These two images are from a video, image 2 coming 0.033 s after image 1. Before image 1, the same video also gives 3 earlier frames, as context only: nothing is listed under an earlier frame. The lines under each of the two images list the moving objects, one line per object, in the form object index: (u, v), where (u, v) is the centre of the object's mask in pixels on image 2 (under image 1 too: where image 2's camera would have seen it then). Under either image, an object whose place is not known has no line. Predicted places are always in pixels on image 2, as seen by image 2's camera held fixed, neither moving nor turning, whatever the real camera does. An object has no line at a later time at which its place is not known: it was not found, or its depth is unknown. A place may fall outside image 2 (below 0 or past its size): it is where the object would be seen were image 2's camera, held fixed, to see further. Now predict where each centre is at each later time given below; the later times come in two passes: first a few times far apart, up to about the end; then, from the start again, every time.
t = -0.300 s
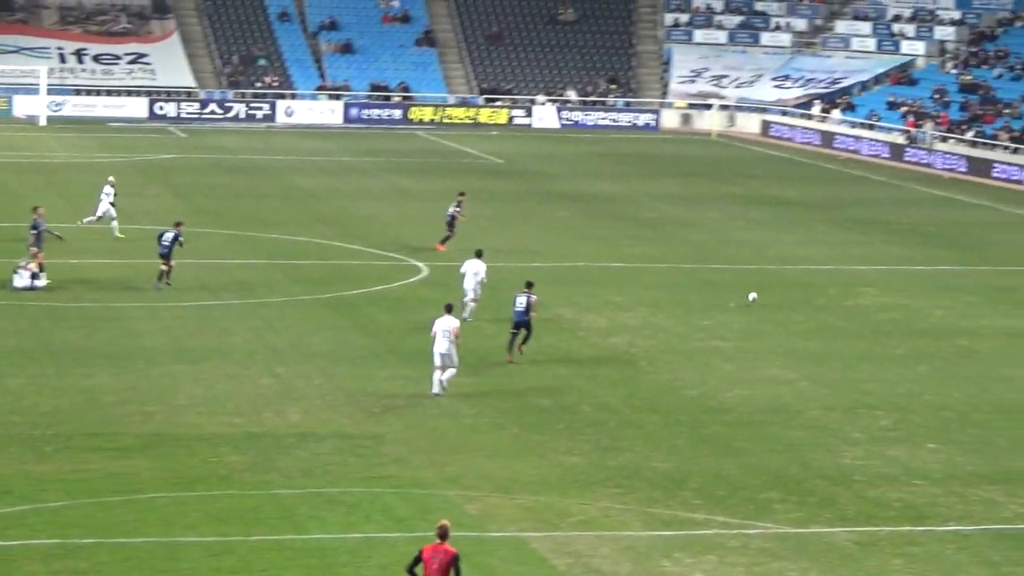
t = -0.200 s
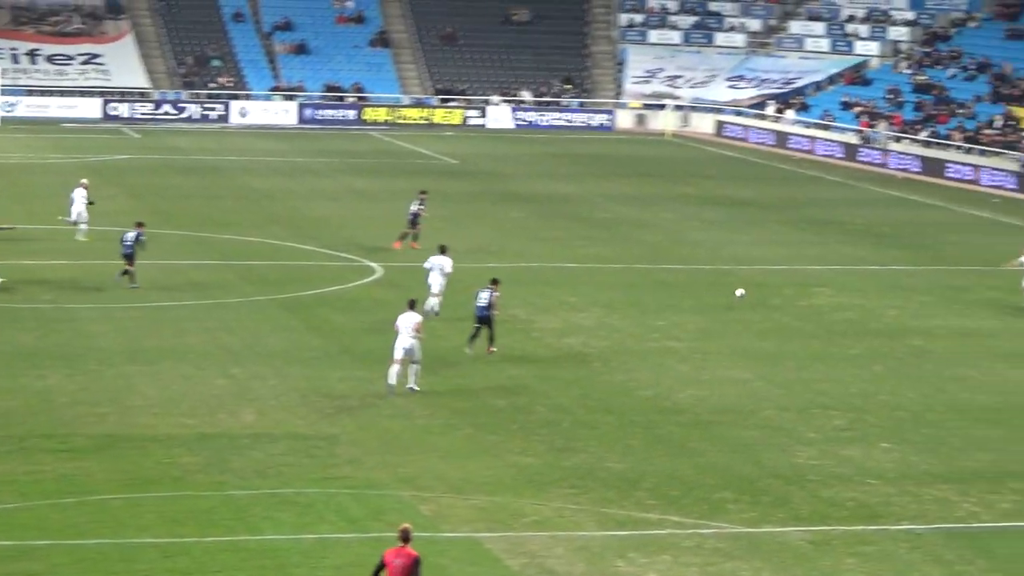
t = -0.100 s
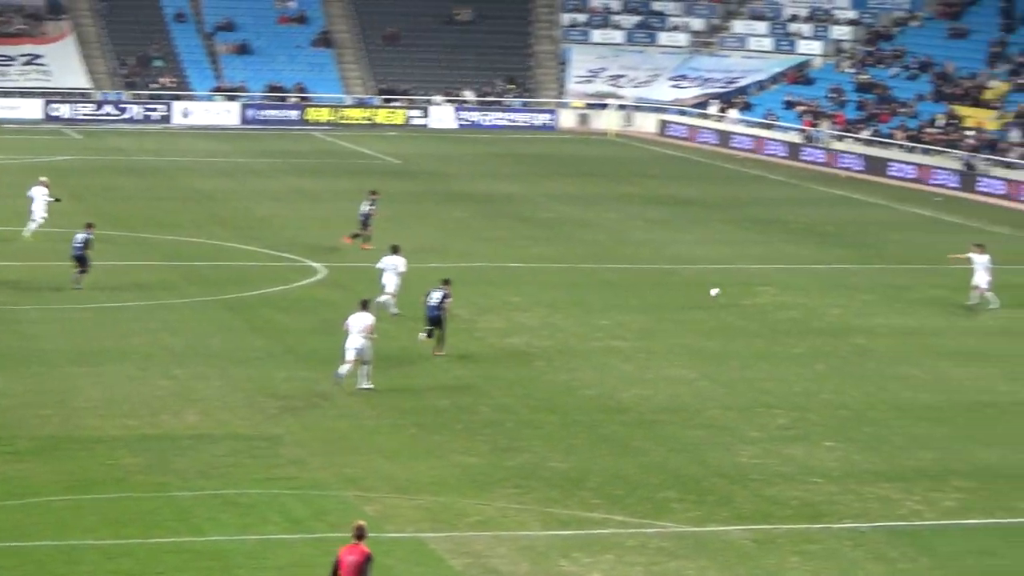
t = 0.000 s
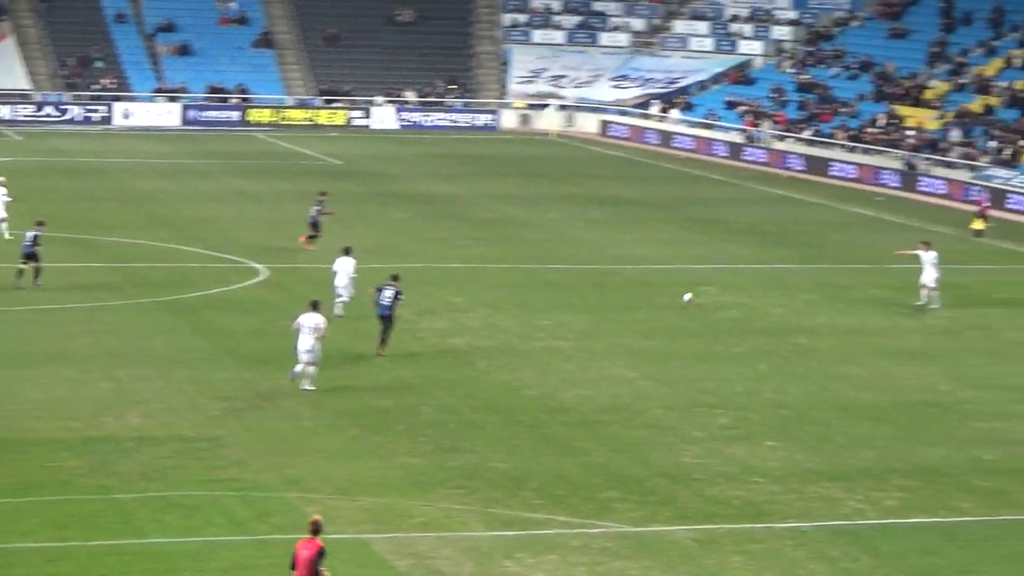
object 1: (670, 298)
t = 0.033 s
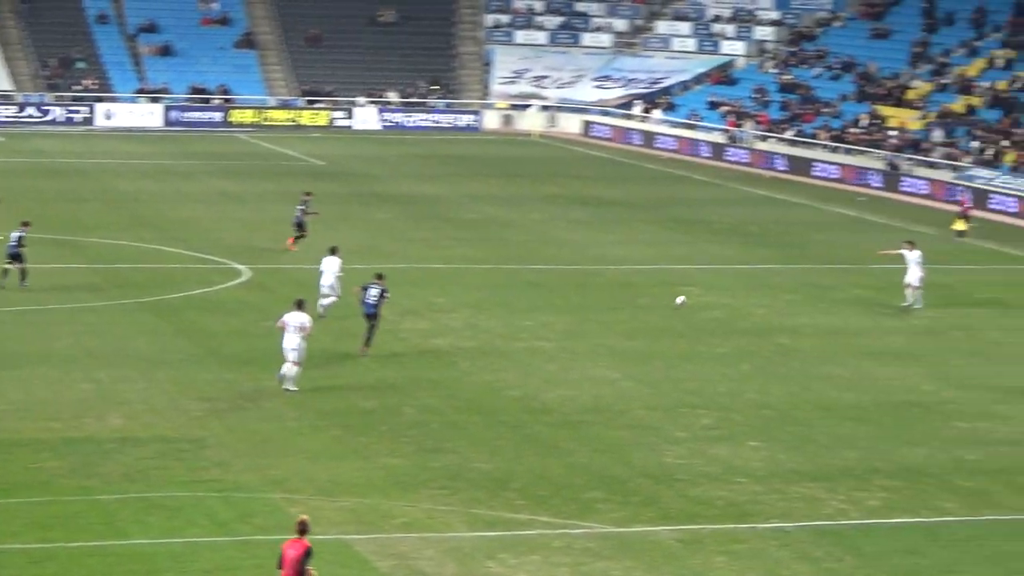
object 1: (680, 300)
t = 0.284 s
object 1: (754, 300)
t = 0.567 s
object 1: (836, 307)
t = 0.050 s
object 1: (685, 302)
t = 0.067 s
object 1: (690, 303)
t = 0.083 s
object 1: (695, 304)
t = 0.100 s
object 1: (700, 303)
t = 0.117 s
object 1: (705, 302)
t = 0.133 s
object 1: (710, 301)
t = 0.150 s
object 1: (715, 301)
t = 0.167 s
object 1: (720, 300)
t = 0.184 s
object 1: (725, 300)
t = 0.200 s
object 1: (730, 299)
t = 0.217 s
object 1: (735, 300)
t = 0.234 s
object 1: (740, 299)
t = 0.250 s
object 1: (744, 300)
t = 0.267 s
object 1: (749, 300)
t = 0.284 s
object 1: (754, 300)
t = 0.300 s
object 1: (759, 301)
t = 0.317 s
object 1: (764, 302)
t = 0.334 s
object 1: (769, 302)
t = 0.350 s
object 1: (773, 303)
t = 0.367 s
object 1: (778, 304)
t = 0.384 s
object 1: (783, 306)
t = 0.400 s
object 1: (787, 306)
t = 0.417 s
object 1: (792, 306)
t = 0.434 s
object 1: (797, 306)
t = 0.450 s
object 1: (802, 305)
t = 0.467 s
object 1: (807, 305)
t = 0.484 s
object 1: (812, 305)
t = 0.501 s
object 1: (817, 305)
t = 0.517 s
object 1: (821, 305)
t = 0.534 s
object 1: (826, 306)
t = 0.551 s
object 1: (831, 306)
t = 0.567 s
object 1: (836, 307)
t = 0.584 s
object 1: (840, 307)
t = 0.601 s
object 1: (845, 308)
